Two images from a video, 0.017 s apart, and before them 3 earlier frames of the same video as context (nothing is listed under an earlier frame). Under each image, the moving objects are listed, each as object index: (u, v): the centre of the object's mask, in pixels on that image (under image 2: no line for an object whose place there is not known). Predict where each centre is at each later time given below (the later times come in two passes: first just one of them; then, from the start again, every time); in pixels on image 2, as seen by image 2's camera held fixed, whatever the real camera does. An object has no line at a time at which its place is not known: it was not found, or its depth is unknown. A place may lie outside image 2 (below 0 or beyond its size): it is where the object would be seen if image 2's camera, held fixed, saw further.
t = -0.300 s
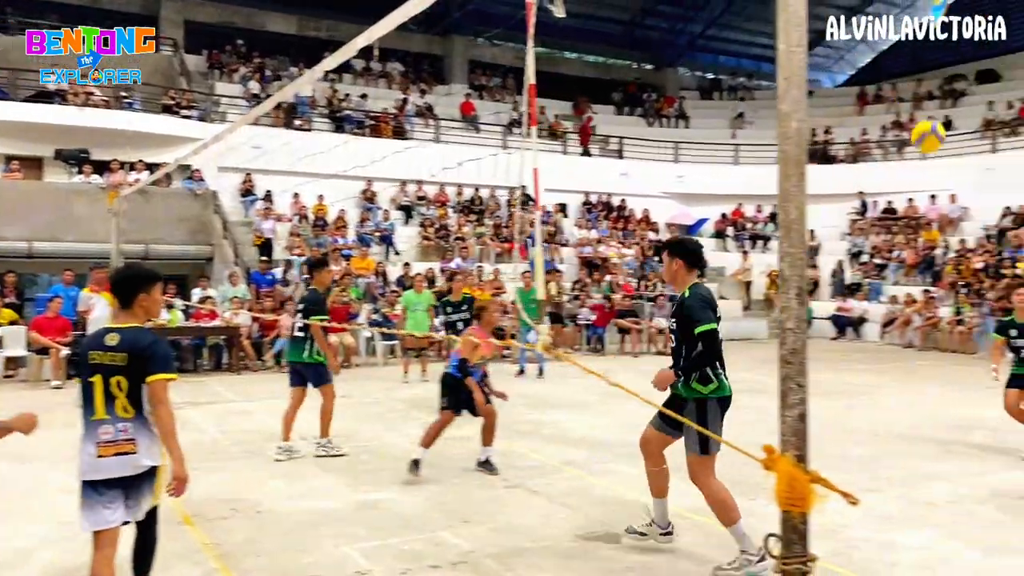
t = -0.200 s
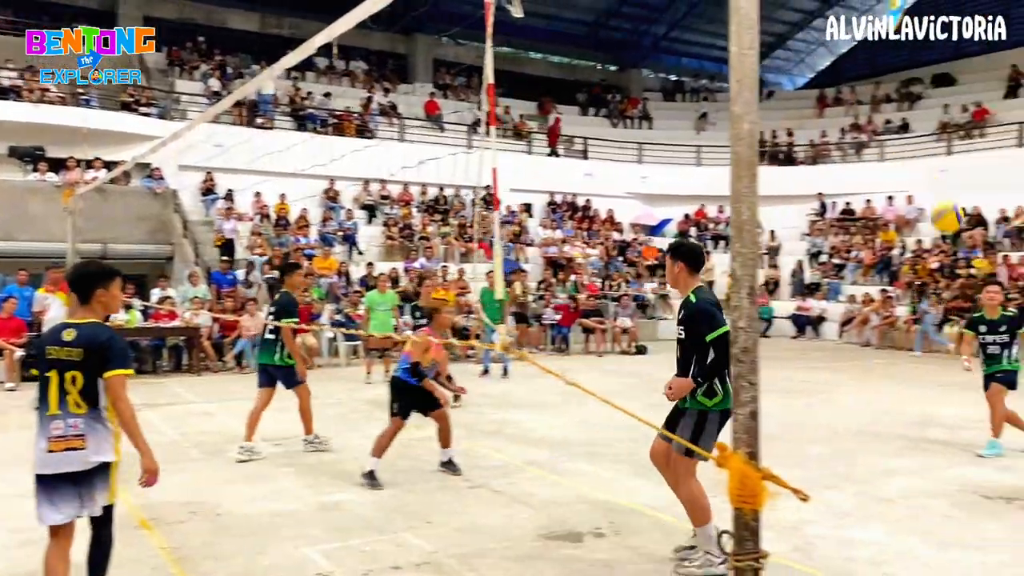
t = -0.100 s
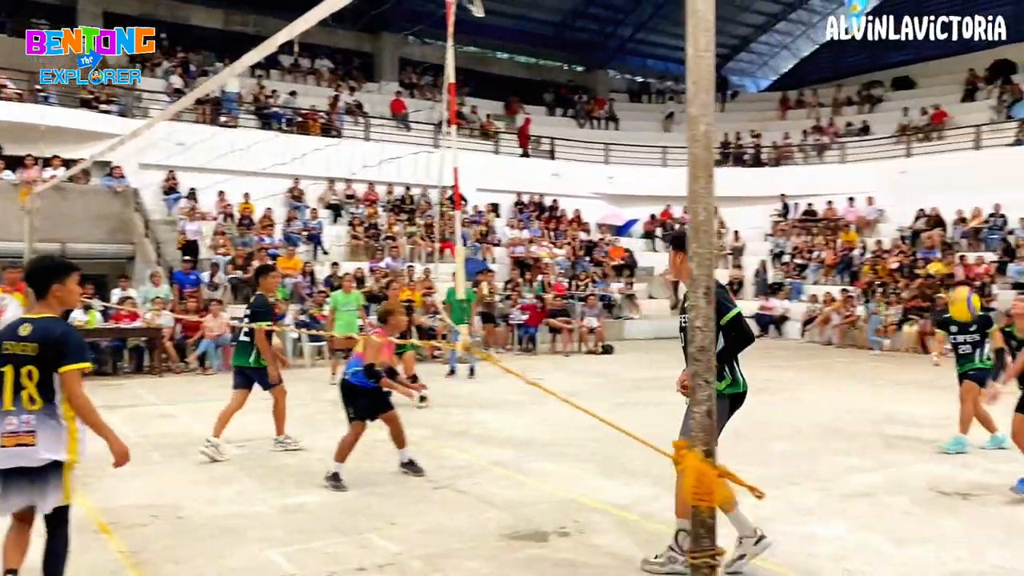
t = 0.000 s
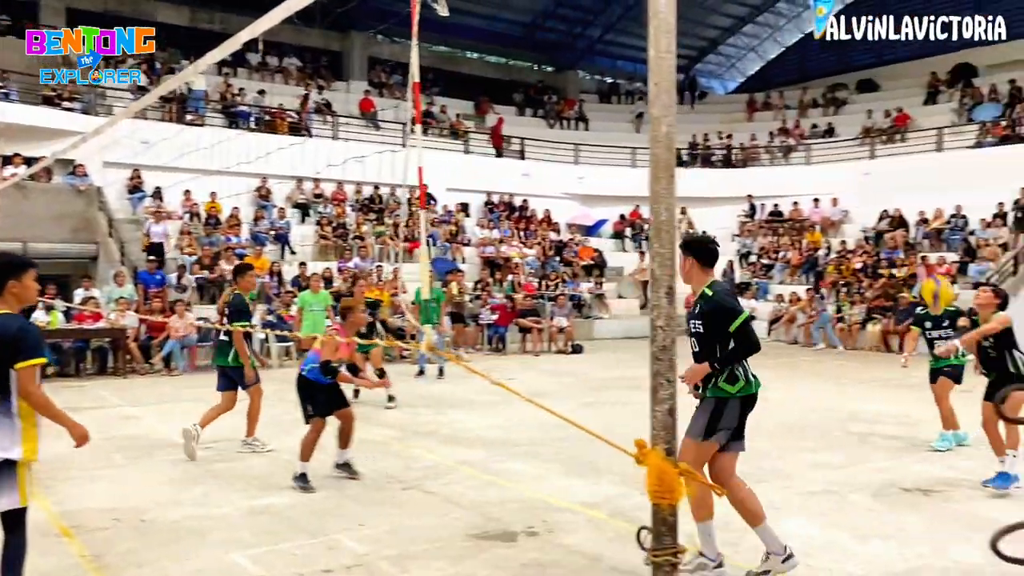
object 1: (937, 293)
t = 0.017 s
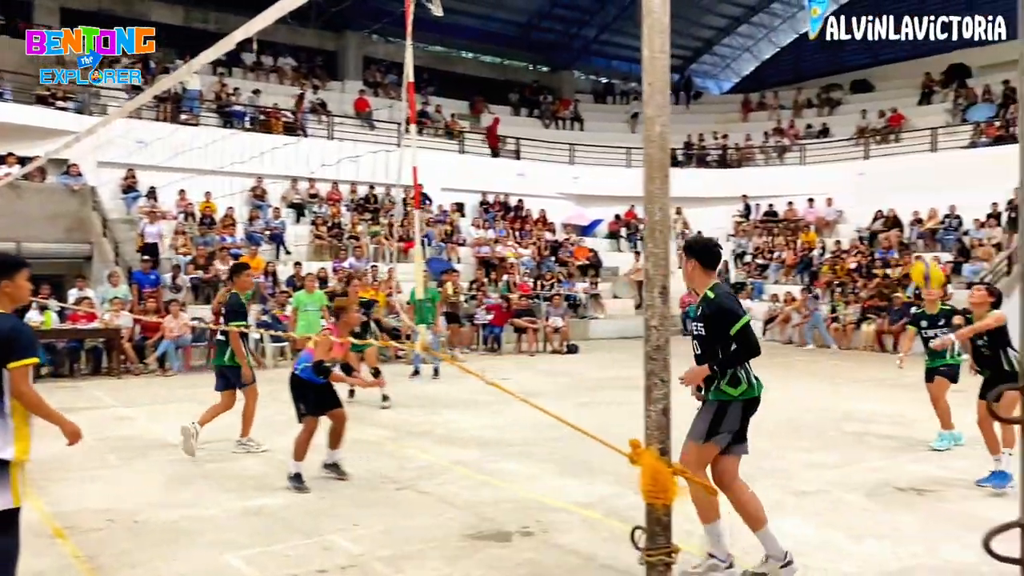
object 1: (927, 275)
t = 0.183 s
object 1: (875, 114)
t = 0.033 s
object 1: (922, 256)
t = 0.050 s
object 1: (917, 240)
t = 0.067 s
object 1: (911, 223)
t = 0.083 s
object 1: (905, 206)
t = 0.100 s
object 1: (900, 190)
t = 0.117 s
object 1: (896, 174)
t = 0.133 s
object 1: (890, 158)
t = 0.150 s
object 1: (885, 142)
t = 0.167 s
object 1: (881, 128)
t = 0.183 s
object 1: (875, 114)
